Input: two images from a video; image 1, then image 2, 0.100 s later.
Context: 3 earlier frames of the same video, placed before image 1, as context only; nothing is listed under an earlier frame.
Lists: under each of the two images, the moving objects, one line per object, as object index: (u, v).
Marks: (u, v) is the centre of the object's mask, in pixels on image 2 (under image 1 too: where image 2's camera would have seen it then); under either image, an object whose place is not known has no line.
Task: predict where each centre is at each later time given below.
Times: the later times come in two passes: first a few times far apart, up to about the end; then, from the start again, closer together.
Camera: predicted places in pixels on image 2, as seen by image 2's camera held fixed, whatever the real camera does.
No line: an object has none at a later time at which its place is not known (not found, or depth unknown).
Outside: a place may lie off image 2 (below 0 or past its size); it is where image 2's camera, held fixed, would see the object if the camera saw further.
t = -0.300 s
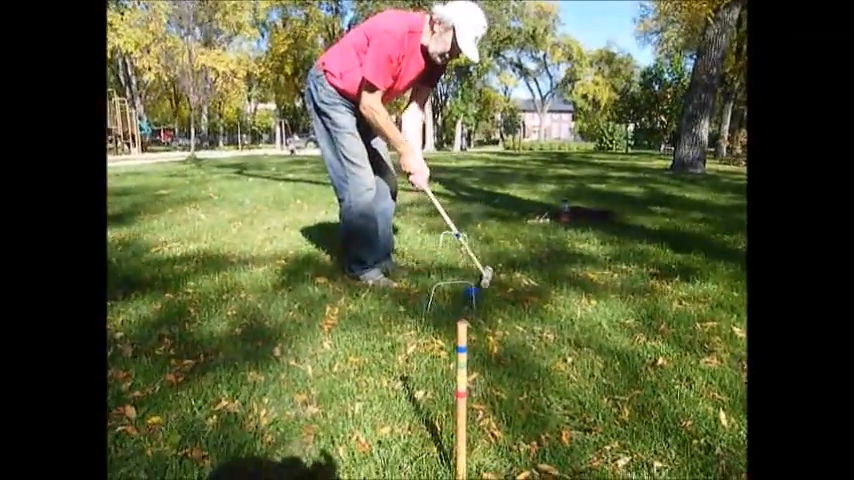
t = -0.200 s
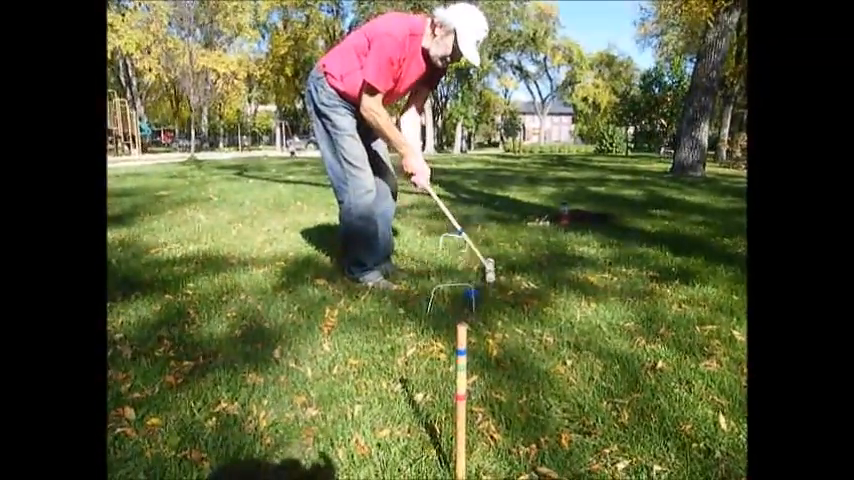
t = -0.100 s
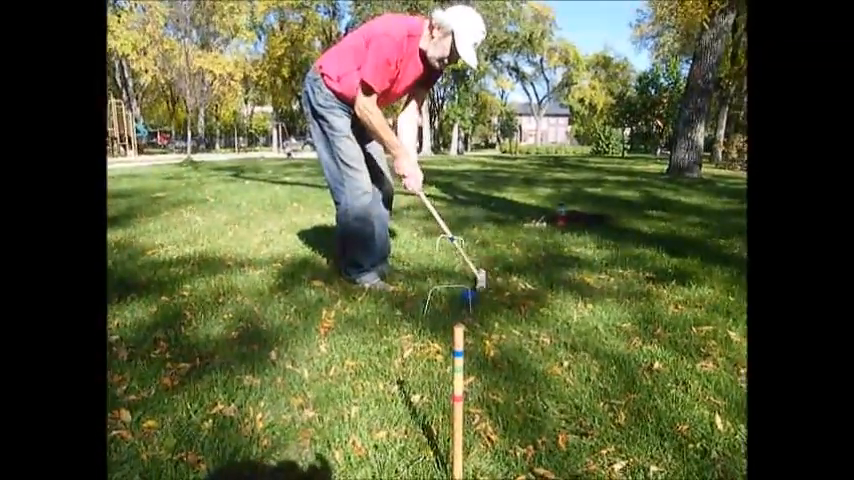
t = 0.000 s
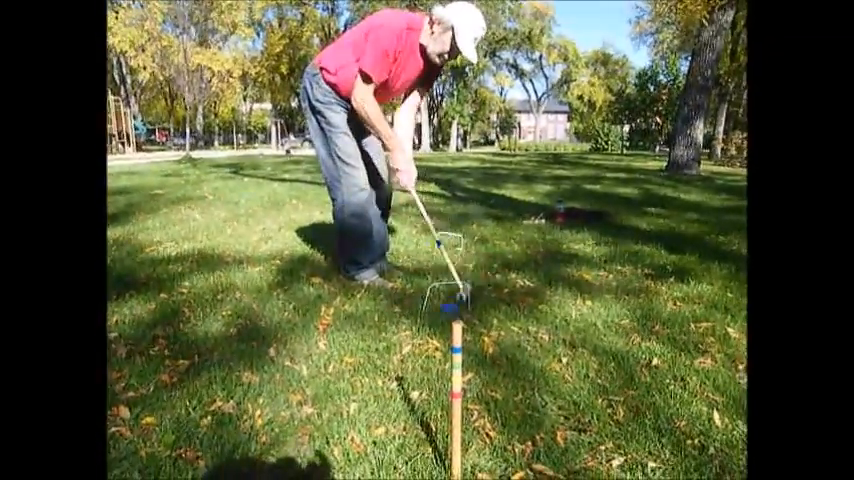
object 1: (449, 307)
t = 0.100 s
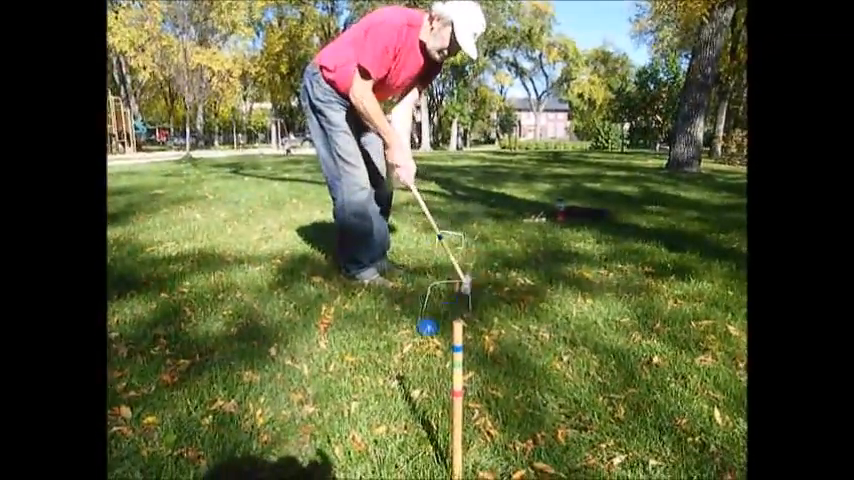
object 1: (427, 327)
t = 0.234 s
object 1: (393, 352)
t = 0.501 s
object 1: (323, 399)
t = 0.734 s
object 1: (276, 432)
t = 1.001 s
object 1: (259, 436)
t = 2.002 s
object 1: (266, 435)
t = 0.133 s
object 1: (418, 334)
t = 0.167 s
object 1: (410, 341)
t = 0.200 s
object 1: (400, 346)
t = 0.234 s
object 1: (393, 352)
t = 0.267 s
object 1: (383, 356)
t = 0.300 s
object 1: (374, 360)
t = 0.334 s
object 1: (364, 366)
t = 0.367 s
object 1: (356, 372)
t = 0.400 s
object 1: (347, 378)
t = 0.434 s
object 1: (338, 386)
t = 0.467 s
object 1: (331, 392)
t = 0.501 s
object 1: (323, 399)
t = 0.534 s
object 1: (315, 404)
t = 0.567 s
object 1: (308, 410)
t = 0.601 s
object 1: (301, 413)
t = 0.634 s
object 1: (295, 416)
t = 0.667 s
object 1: (289, 422)
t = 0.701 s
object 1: (283, 428)
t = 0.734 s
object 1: (276, 432)
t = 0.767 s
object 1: (270, 434)
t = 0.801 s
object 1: (264, 436)
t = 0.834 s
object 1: (260, 437)
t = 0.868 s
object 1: (257, 436)
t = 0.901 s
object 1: (256, 436)
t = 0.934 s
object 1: (255, 436)
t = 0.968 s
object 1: (257, 436)
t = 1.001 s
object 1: (259, 436)
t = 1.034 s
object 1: (261, 436)
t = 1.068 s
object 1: (263, 436)
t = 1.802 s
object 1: (265, 435)
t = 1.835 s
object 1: (265, 435)
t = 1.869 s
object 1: (265, 435)
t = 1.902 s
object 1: (265, 435)
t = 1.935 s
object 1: (265, 435)
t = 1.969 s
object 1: (266, 435)
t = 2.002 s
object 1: (266, 435)
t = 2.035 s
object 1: (266, 435)
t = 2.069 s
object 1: (266, 435)
